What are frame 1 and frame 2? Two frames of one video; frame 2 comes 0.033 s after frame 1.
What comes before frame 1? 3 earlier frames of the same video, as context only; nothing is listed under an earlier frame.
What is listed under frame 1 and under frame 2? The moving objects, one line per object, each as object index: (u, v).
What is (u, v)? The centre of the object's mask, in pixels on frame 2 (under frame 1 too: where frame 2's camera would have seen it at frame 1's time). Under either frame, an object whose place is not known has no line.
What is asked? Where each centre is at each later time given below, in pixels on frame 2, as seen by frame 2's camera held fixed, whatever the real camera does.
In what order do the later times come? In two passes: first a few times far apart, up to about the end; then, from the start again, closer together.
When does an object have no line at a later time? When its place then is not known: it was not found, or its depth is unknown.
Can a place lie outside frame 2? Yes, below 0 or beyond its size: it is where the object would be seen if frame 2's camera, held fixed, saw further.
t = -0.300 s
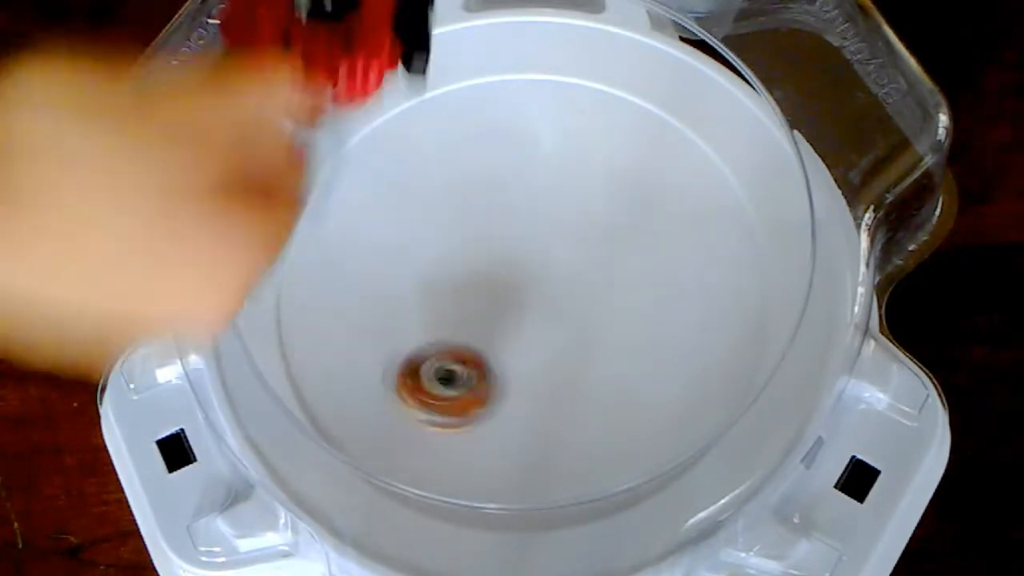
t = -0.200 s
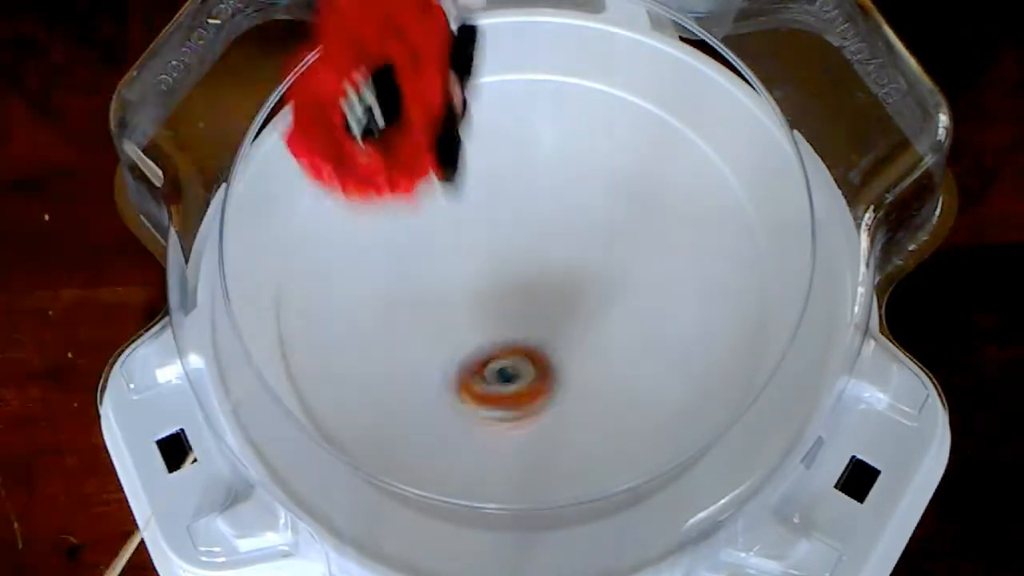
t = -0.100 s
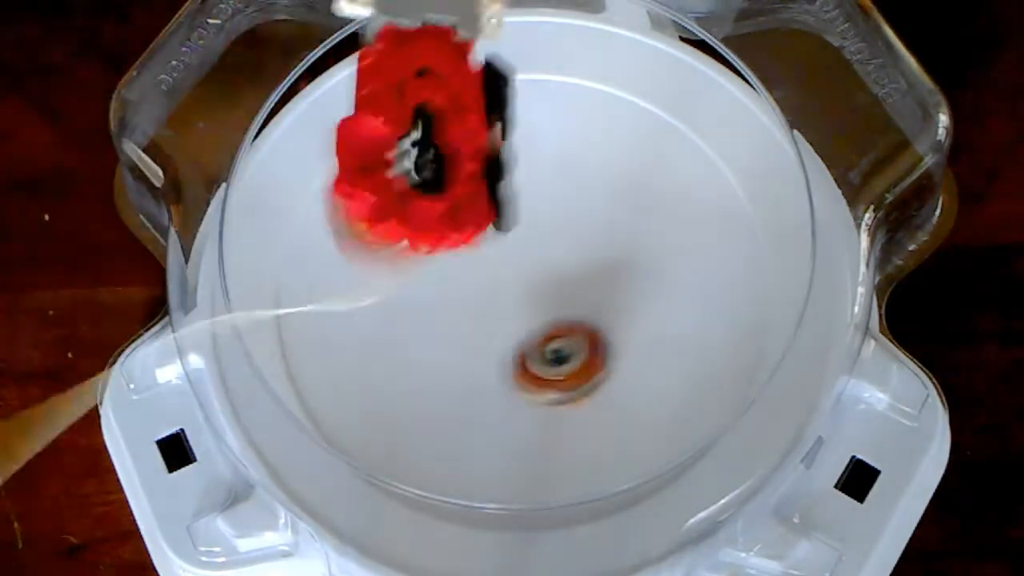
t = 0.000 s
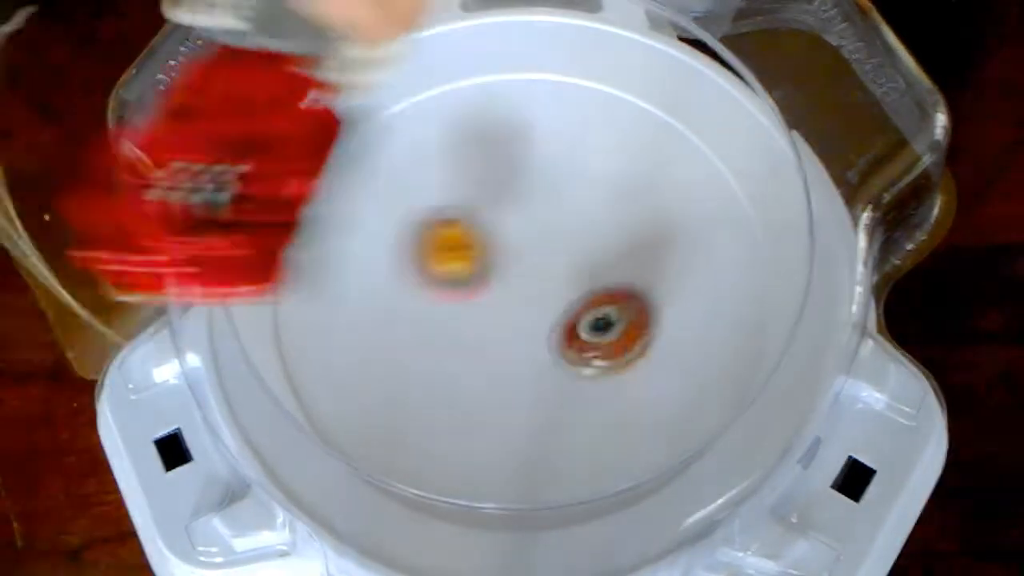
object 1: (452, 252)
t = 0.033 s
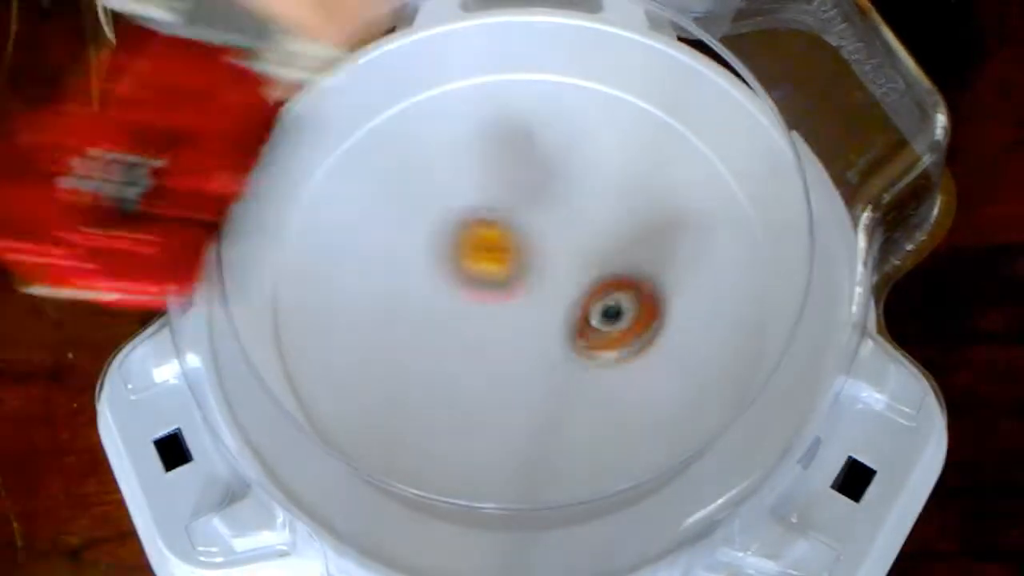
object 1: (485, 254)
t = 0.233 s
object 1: (501, 221)
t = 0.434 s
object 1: (471, 174)
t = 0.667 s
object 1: (439, 170)
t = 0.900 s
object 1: (525, 204)
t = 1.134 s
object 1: (607, 198)
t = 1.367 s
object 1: (554, 171)
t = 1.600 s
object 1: (477, 239)
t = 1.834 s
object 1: (466, 328)
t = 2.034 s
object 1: (580, 364)
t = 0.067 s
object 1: (520, 265)
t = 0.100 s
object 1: (530, 259)
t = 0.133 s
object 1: (523, 246)
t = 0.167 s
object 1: (518, 239)
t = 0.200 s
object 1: (510, 228)
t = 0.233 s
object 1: (501, 221)
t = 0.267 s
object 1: (494, 216)
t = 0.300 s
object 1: (486, 208)
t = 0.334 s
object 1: (481, 201)
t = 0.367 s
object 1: (476, 193)
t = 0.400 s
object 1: (473, 183)
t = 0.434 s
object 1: (471, 174)
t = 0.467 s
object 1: (468, 167)
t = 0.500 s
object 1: (464, 163)
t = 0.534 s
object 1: (459, 160)
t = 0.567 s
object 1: (453, 159)
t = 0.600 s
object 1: (446, 161)
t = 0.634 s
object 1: (442, 166)
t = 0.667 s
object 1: (439, 170)
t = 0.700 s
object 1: (441, 171)
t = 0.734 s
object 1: (447, 176)
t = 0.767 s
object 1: (458, 182)
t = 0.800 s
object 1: (471, 189)
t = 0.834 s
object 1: (489, 195)
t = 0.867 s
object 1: (507, 199)
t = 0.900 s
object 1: (525, 204)
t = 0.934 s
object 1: (542, 206)
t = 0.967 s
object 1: (558, 207)
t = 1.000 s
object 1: (572, 209)
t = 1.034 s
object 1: (583, 208)
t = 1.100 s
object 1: (602, 203)
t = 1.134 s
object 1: (607, 198)
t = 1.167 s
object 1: (609, 192)
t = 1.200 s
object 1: (608, 186)
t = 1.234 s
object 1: (602, 180)
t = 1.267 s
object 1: (594, 176)
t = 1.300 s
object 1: (583, 173)
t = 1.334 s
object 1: (568, 170)
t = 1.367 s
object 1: (554, 171)
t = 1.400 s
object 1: (542, 180)
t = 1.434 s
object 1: (532, 194)
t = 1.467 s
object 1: (522, 210)
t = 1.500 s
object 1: (517, 231)
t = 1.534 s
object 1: (504, 235)
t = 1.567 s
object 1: (490, 237)
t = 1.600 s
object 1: (477, 239)
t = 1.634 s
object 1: (467, 244)
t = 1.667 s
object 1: (461, 251)
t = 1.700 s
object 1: (460, 261)
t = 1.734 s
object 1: (457, 273)
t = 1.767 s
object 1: (456, 290)
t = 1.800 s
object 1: (459, 307)
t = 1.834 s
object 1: (466, 328)
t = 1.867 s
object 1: (478, 343)
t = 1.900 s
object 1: (494, 357)
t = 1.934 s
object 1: (513, 366)
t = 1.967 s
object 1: (536, 370)
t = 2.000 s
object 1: (557, 370)
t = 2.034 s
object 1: (580, 364)
